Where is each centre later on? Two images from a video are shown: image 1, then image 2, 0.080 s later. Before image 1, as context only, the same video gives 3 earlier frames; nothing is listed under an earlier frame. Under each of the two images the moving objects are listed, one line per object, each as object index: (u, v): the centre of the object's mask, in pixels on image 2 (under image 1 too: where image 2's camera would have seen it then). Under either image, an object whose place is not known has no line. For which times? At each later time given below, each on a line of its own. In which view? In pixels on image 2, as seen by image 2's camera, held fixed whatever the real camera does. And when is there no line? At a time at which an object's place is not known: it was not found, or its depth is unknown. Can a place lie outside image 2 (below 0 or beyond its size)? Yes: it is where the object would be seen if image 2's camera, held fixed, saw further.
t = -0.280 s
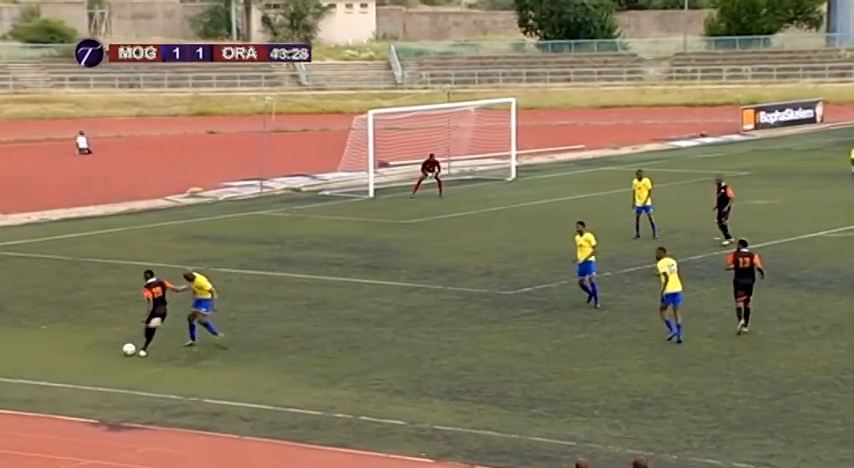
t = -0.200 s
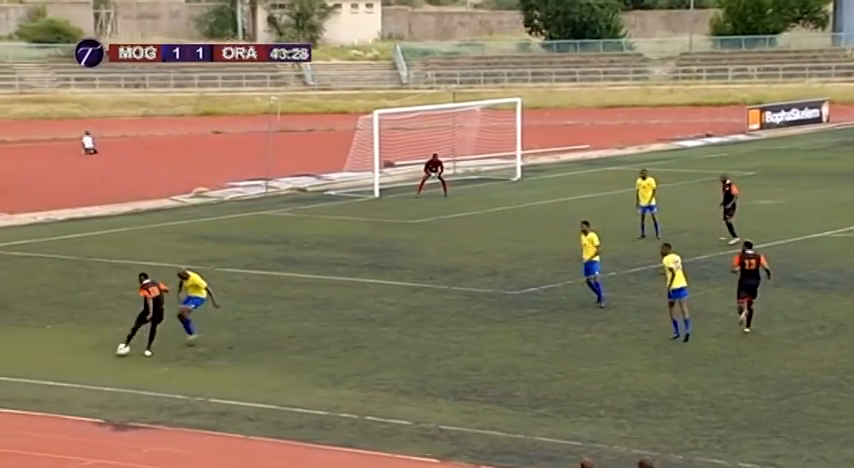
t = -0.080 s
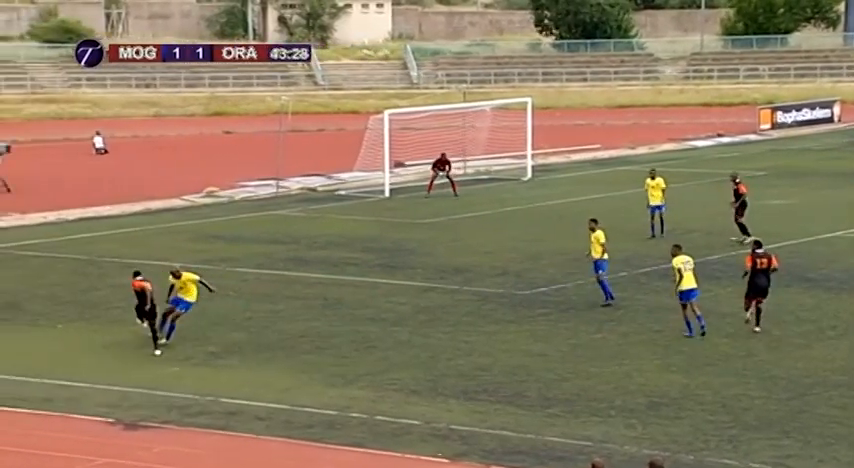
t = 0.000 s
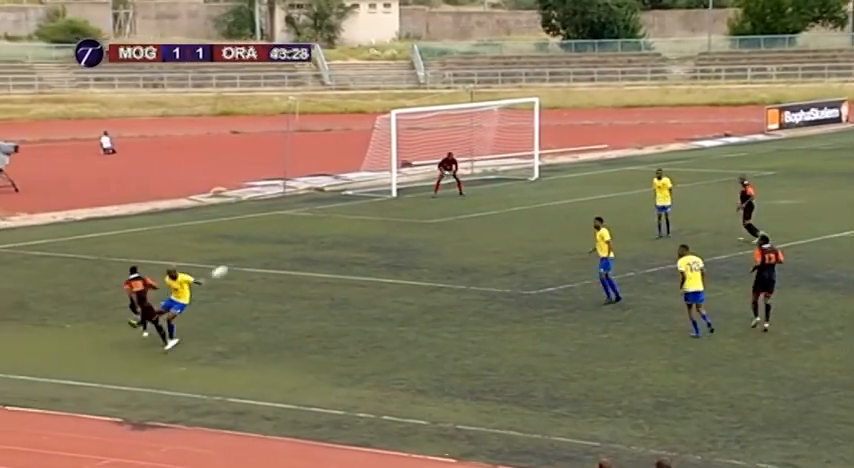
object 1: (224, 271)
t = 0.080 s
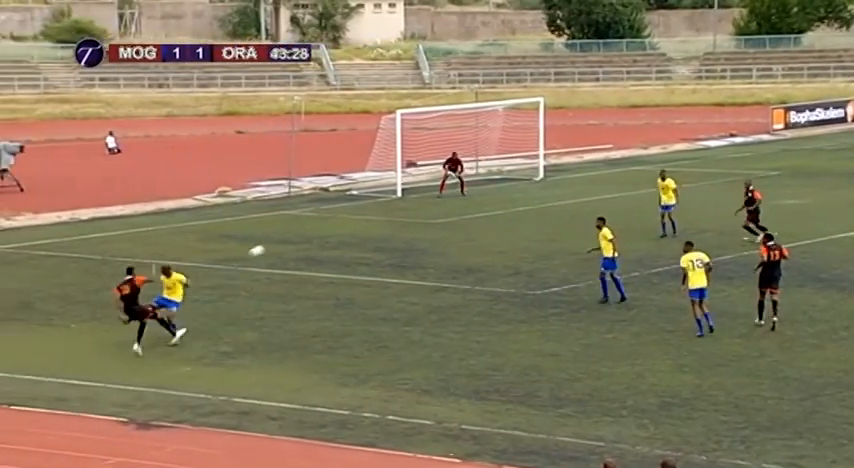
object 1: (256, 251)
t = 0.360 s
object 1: (366, 221)
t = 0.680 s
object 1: (483, 243)
